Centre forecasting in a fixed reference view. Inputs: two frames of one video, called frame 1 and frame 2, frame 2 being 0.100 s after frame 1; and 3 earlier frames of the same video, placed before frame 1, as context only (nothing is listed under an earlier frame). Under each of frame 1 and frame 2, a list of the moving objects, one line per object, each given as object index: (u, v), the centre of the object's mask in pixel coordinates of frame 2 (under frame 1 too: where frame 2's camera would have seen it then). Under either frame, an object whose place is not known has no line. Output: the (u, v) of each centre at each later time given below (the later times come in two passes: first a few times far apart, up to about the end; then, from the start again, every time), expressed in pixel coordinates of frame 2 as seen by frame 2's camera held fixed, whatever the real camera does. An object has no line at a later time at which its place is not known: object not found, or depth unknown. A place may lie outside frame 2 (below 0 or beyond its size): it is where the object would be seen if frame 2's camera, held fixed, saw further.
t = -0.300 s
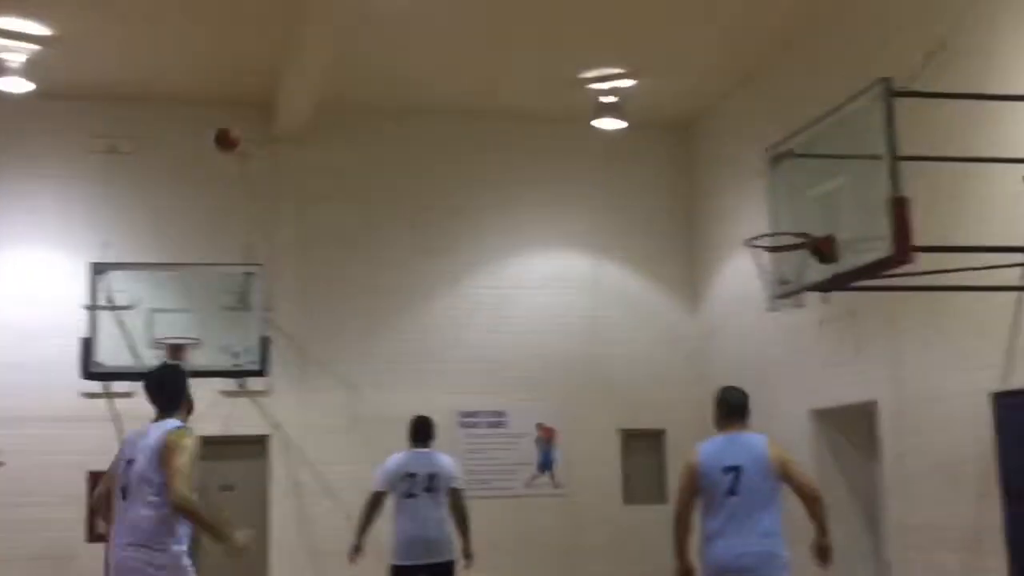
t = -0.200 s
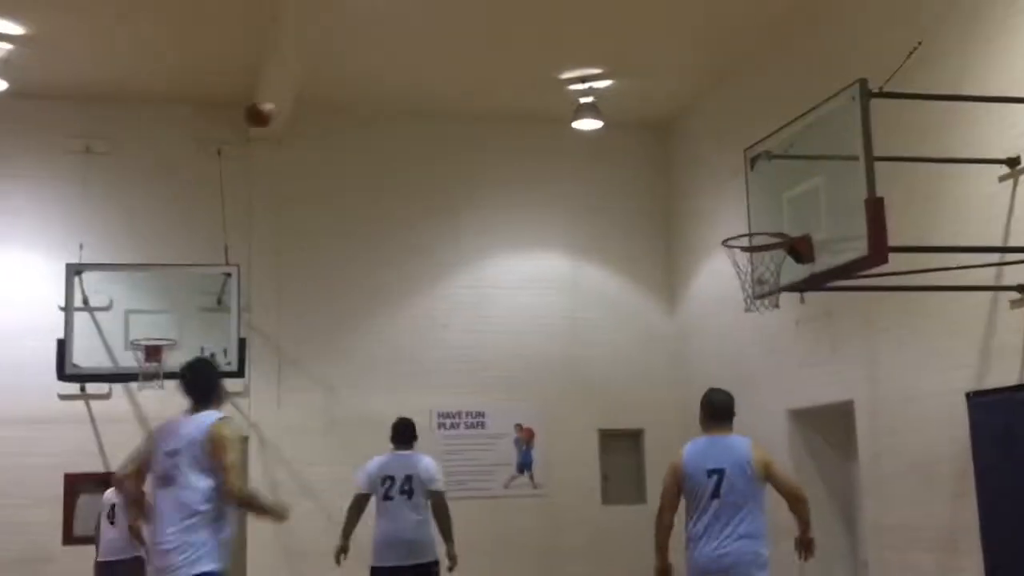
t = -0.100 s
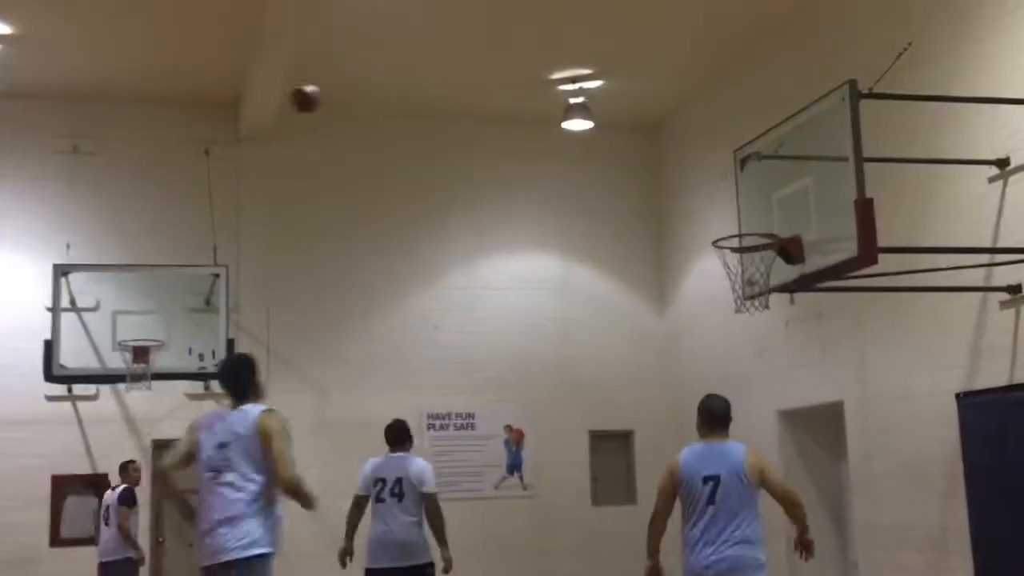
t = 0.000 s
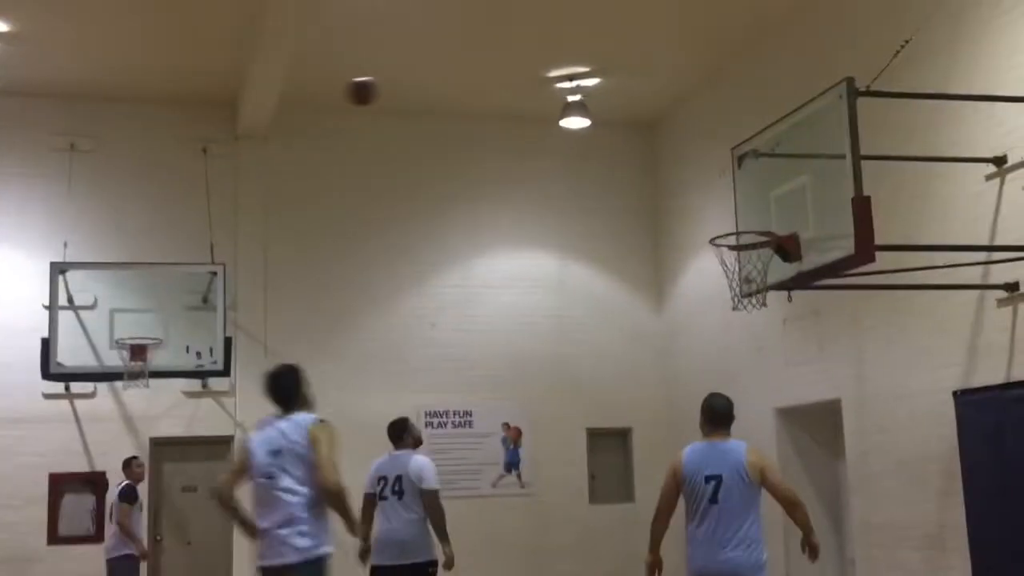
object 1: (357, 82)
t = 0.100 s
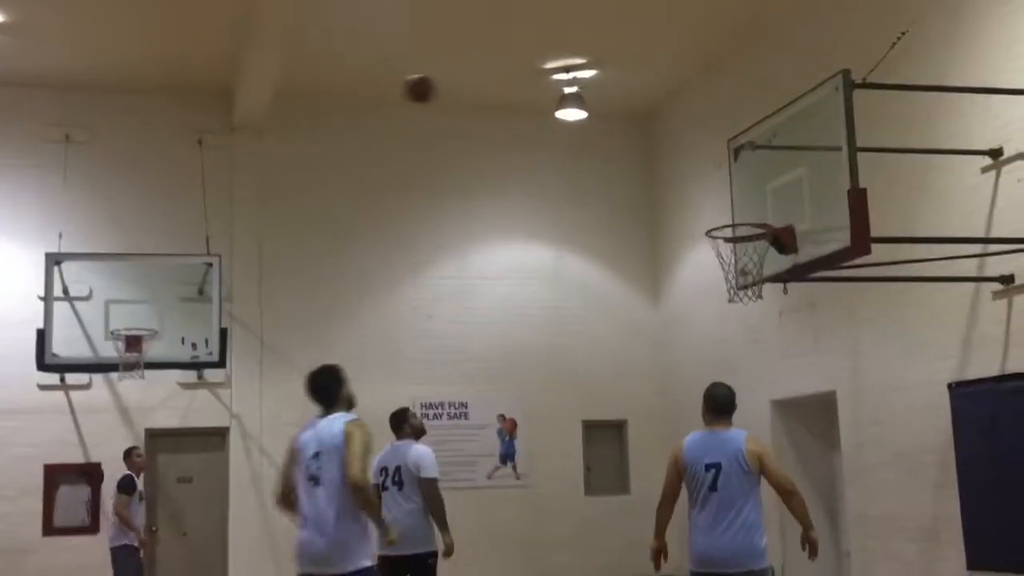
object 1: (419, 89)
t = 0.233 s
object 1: (508, 114)
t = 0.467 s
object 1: (683, 217)
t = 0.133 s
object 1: (441, 93)
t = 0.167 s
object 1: (463, 99)
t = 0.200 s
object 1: (486, 106)
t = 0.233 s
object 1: (508, 114)
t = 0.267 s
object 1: (531, 124)
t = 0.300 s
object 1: (556, 136)
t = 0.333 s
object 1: (580, 148)
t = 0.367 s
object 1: (604, 164)
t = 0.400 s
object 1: (629, 180)
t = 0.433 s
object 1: (655, 198)
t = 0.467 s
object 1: (683, 217)
